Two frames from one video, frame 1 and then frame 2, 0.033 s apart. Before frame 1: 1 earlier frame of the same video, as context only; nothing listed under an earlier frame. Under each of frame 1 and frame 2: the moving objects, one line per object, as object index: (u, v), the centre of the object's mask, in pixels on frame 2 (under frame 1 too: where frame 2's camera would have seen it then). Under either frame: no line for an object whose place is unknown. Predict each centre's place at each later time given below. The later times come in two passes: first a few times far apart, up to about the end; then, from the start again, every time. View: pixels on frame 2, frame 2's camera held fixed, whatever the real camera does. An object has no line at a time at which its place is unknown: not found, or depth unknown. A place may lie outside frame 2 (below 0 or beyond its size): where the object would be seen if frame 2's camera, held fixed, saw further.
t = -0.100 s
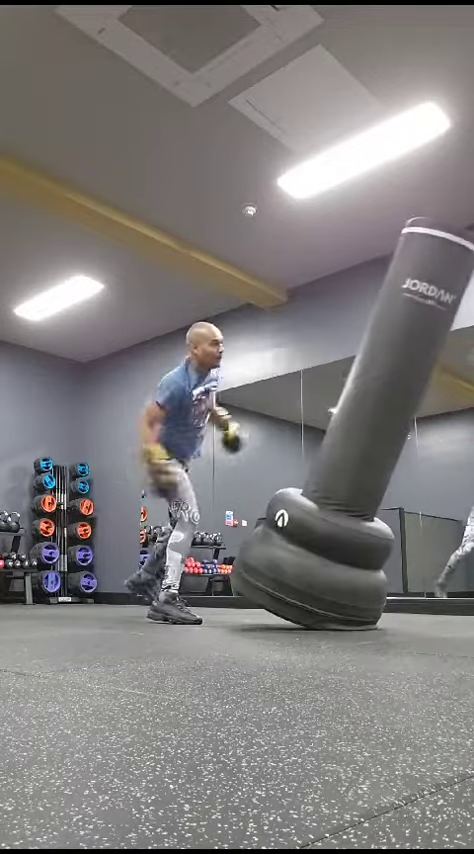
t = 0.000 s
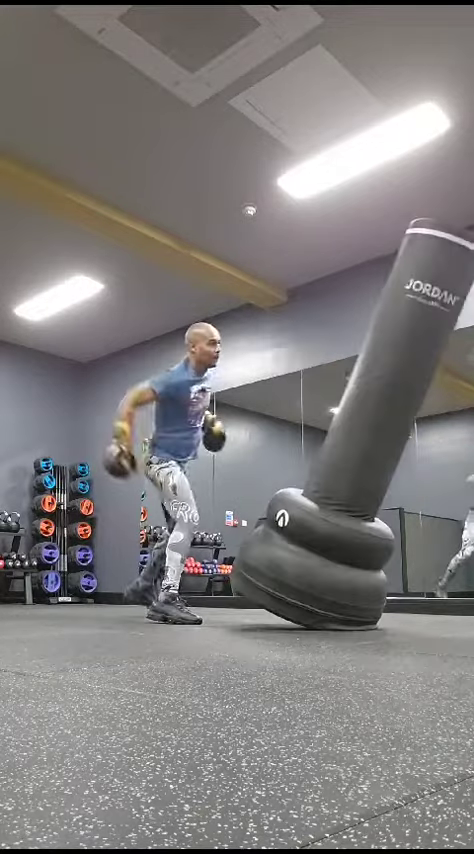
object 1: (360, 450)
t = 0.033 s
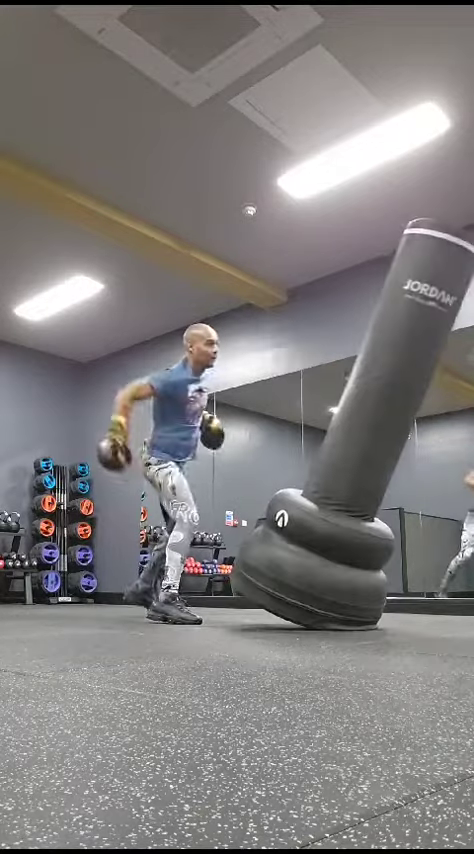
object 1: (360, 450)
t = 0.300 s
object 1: (328, 460)
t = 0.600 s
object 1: (273, 482)
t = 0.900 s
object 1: (272, 482)
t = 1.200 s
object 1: (314, 467)
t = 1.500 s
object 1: (304, 474)
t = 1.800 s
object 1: (282, 479)
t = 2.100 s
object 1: (304, 473)
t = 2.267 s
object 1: (298, 476)
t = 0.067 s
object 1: (358, 450)
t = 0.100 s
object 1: (356, 451)
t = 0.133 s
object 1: (353, 452)
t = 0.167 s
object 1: (349, 453)
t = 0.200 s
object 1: (345, 455)
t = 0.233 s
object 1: (340, 456)
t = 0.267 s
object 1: (334, 458)
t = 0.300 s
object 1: (328, 460)
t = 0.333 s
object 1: (321, 463)
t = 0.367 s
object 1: (314, 467)
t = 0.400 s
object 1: (306, 473)
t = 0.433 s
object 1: (298, 475)
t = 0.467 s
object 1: (291, 478)
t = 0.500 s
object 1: (285, 481)
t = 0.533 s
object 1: (280, 482)
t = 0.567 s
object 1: (276, 482)
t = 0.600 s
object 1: (273, 482)
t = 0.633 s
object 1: (270, 483)
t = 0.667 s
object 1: (268, 483)
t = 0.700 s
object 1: (267, 484)
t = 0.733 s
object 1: (266, 485)
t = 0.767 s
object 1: (266, 485)
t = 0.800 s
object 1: (267, 484)
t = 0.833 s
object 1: (268, 483)
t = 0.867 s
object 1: (270, 483)
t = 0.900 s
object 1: (272, 482)
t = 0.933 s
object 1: (276, 482)
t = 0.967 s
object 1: (280, 480)
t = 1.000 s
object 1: (285, 479)
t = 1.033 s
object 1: (291, 476)
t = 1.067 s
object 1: (296, 474)
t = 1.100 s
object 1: (301, 474)
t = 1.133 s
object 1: (307, 471)
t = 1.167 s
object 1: (311, 469)
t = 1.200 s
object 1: (314, 467)
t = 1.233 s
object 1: (316, 466)
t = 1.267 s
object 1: (318, 466)
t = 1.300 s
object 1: (318, 466)
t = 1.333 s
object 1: (318, 466)
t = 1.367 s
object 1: (317, 467)
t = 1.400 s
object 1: (315, 468)
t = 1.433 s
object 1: (312, 469)
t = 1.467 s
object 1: (308, 471)
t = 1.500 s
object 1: (304, 474)
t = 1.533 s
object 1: (299, 476)
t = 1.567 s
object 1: (295, 476)
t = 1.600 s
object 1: (291, 477)
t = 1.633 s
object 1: (287, 479)
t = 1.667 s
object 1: (284, 479)
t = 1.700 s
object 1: (283, 479)
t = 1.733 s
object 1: (282, 480)
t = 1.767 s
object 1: (282, 480)
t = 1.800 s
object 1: (282, 479)
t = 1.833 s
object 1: (283, 479)
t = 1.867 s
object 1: (286, 478)
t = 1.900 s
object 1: (289, 477)
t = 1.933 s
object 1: (292, 476)
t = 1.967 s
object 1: (296, 475)
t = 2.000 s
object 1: (299, 474)
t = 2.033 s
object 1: (301, 474)
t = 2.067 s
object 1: (303, 473)
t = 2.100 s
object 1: (304, 473)
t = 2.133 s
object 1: (304, 473)
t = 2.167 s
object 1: (304, 473)
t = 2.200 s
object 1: (303, 474)
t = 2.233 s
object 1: (301, 475)
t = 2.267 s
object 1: (298, 476)
